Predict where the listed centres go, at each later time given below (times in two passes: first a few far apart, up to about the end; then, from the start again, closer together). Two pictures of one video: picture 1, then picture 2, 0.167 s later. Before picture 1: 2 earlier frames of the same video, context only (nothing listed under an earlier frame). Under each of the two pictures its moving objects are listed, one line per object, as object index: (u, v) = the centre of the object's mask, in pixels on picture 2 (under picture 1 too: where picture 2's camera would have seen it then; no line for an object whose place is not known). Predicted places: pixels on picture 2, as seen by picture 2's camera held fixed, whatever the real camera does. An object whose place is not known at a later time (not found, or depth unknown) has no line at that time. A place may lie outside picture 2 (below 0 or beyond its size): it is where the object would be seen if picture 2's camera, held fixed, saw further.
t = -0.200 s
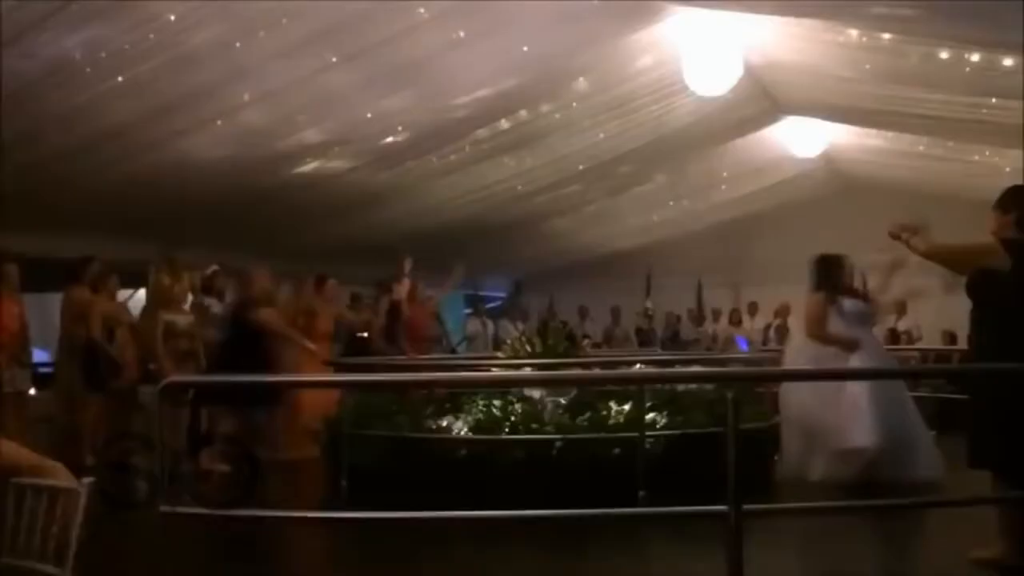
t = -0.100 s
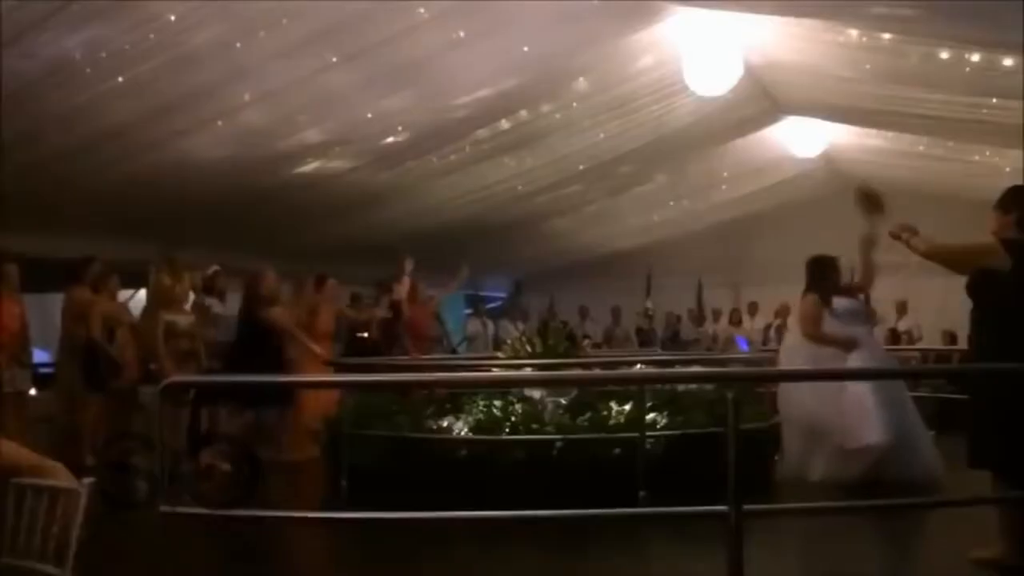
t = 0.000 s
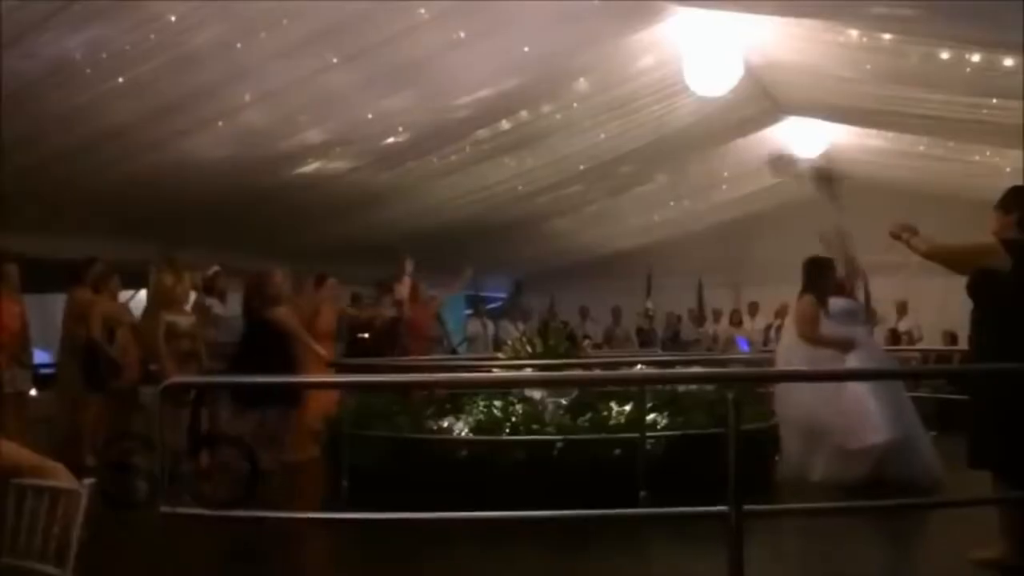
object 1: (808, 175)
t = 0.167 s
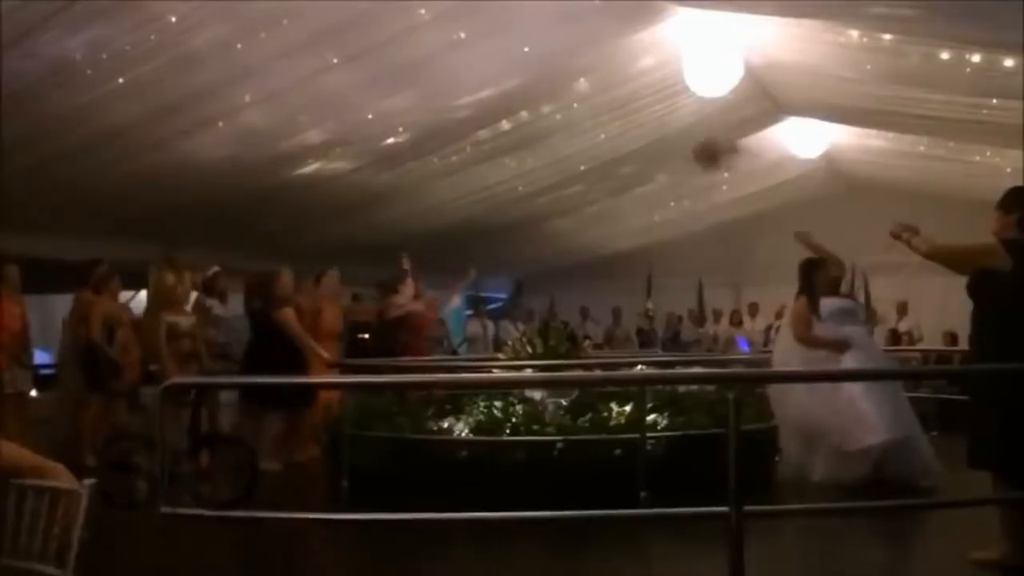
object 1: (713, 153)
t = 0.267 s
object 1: (658, 157)
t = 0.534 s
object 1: (539, 235)
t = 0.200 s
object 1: (691, 155)
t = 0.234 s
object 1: (668, 159)
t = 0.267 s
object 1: (658, 157)
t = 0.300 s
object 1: (642, 163)
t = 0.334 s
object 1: (624, 168)
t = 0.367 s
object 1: (614, 175)
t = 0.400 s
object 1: (597, 185)
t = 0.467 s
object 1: (564, 211)
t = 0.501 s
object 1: (551, 223)
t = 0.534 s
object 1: (539, 235)
